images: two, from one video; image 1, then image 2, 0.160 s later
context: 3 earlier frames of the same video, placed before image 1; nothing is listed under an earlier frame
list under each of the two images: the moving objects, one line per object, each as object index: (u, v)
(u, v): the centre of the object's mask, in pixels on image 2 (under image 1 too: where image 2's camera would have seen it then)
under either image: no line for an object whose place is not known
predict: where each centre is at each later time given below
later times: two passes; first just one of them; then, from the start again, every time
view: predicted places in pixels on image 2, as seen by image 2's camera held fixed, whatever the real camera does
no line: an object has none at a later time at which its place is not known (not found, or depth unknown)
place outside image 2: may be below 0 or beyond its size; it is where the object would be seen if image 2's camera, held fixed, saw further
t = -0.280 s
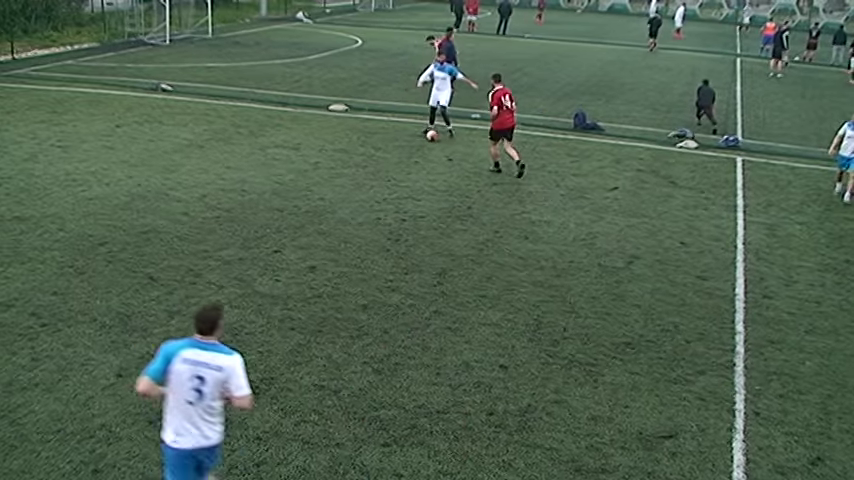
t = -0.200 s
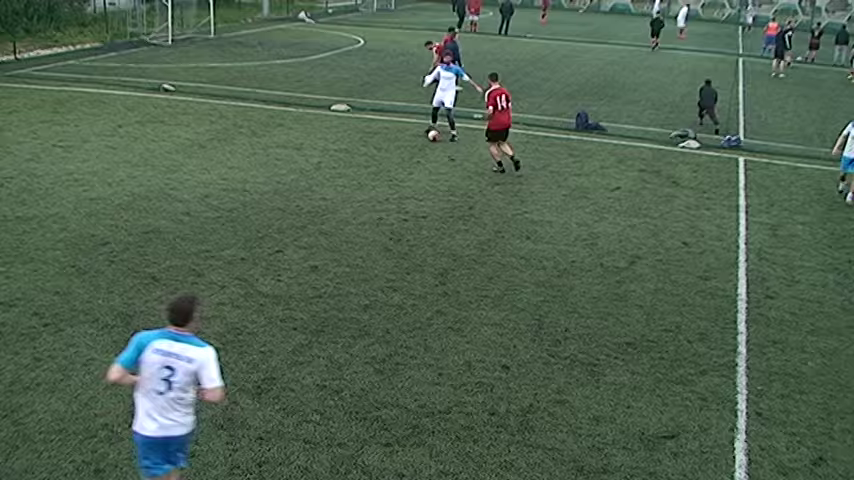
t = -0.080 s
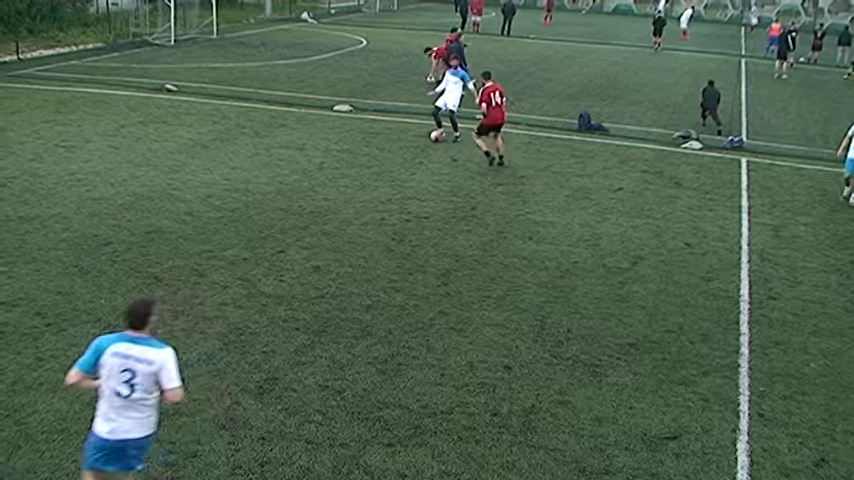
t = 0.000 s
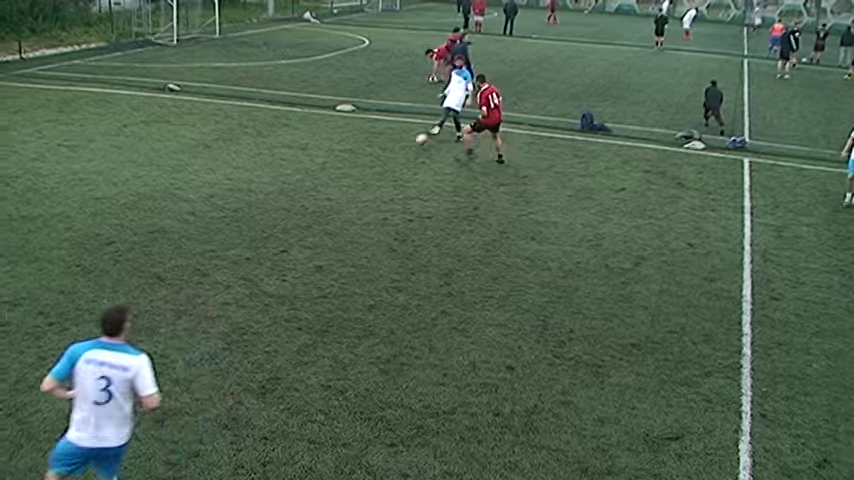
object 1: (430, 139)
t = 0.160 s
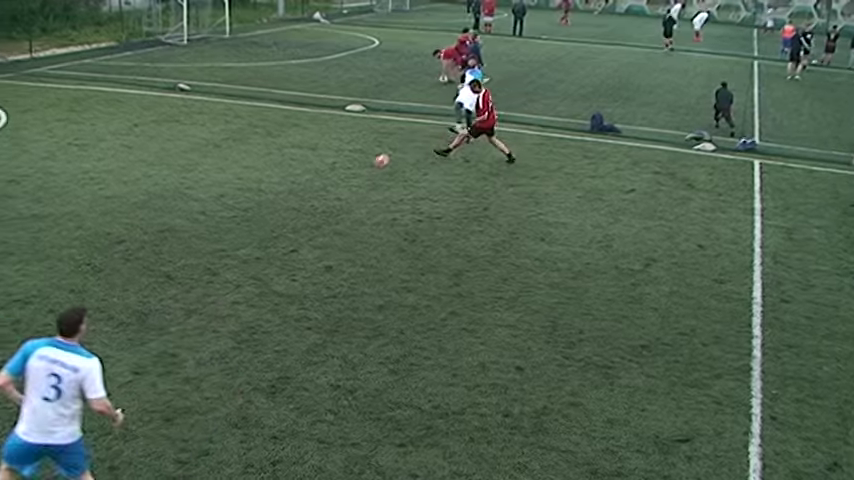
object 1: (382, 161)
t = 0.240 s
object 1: (352, 179)
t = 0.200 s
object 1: (367, 168)
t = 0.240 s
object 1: (352, 179)
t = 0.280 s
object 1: (337, 186)
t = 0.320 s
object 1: (322, 190)
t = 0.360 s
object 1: (306, 195)
